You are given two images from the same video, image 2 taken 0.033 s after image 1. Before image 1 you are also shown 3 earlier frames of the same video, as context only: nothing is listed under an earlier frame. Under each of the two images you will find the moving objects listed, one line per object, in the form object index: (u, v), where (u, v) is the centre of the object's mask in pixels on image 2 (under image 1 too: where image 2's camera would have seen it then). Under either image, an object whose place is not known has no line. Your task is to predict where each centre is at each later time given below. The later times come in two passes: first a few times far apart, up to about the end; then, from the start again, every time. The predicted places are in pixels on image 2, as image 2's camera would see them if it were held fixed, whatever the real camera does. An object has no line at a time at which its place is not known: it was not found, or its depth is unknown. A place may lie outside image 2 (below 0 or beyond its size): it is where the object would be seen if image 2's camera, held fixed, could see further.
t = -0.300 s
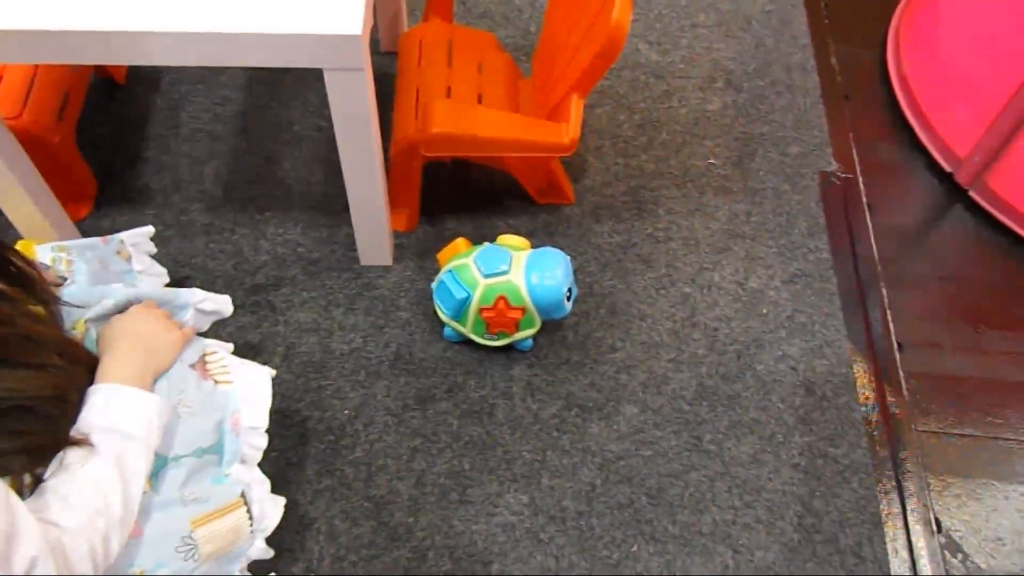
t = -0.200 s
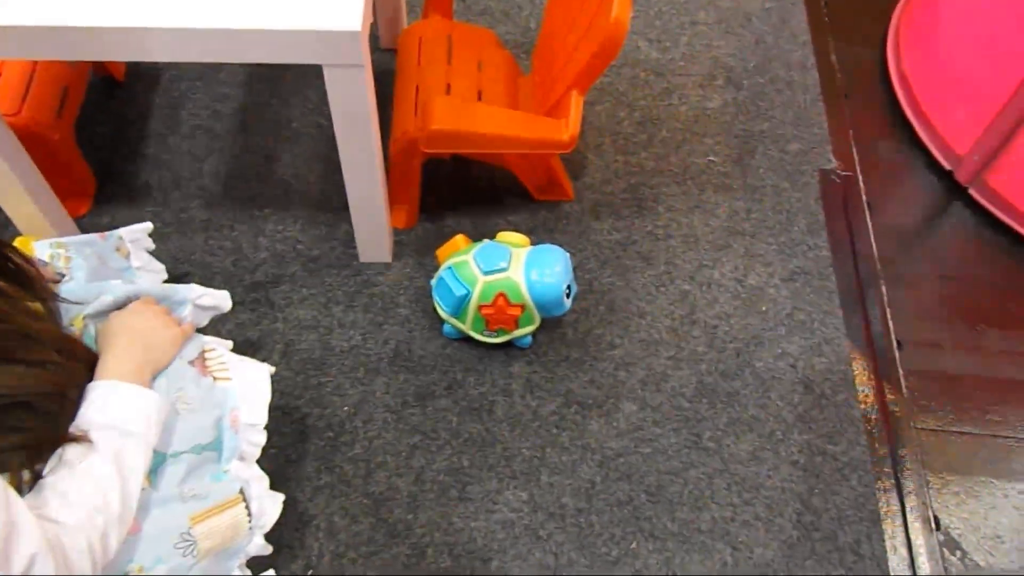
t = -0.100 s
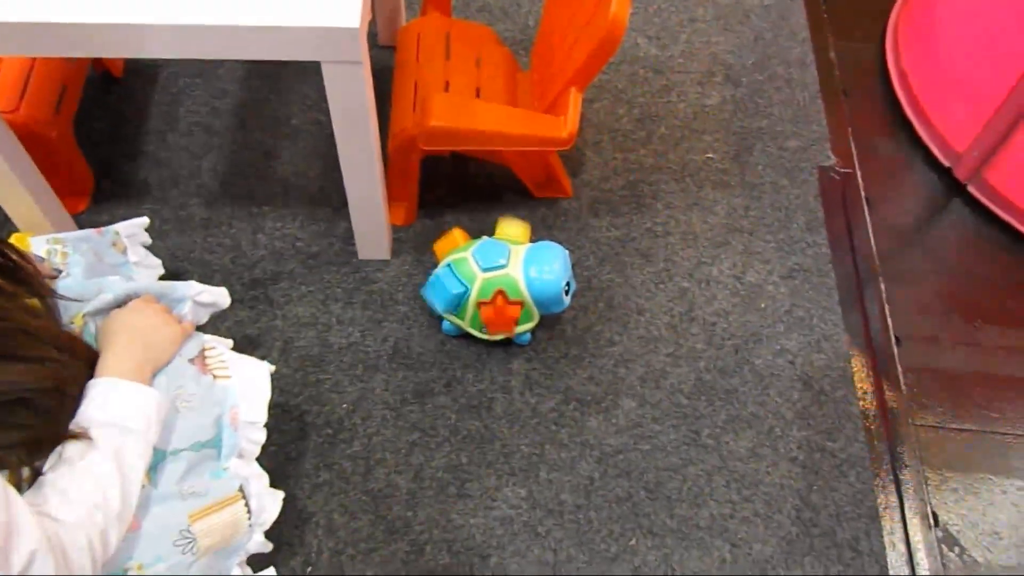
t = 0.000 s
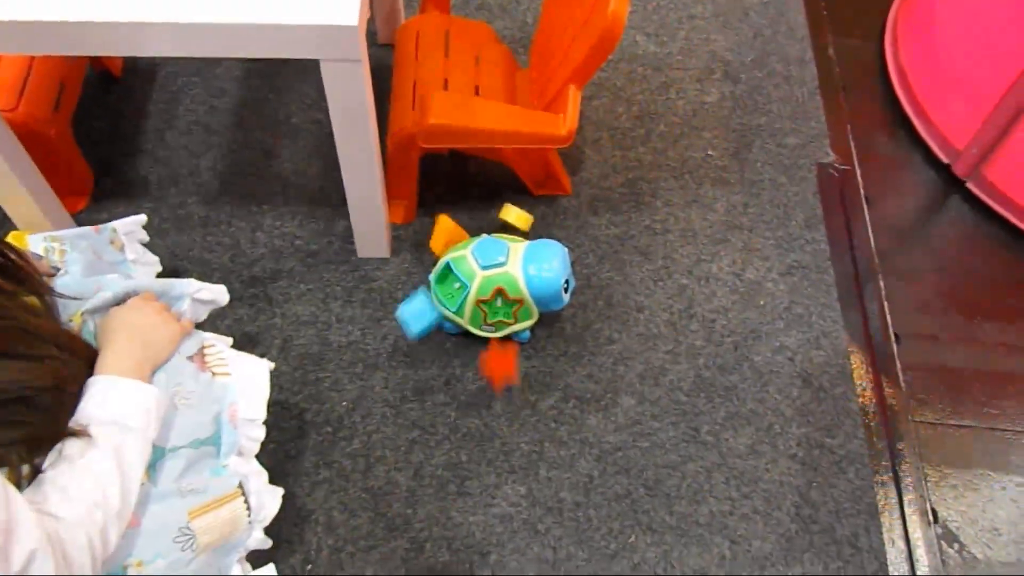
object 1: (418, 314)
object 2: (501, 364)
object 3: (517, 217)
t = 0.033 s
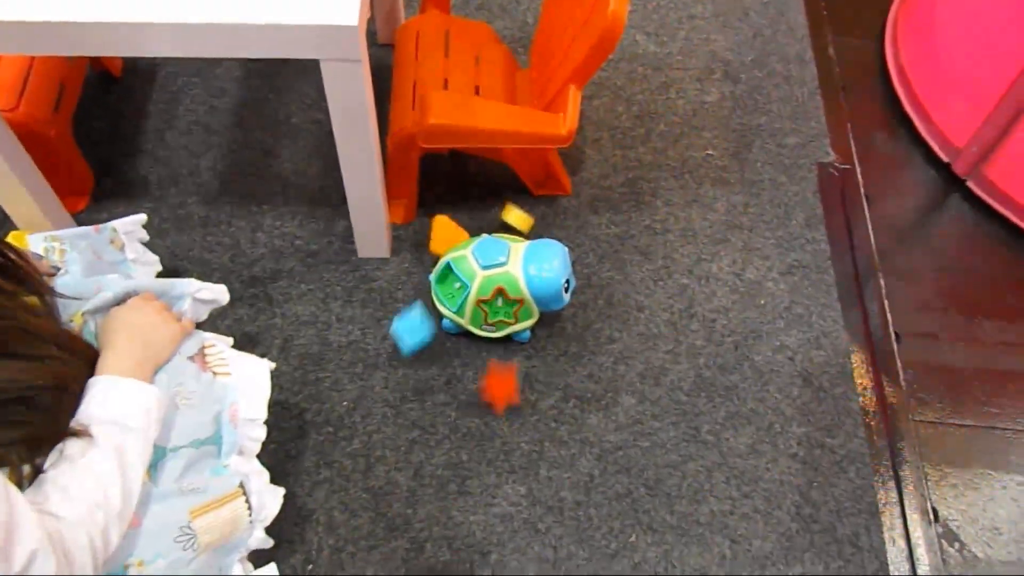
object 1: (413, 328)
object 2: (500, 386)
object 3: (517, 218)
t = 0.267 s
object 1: (380, 351)
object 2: (464, 429)
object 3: (508, 197)
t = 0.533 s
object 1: (359, 367)
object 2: (461, 432)
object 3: (502, 179)
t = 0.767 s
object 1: (359, 367)
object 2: (462, 432)
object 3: (499, 173)
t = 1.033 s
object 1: (359, 367)
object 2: (462, 432)
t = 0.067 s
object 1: (407, 341)
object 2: (495, 400)
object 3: (517, 210)
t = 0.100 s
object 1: (402, 340)
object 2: (490, 405)
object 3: (516, 203)
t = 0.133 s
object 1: (399, 342)
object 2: (484, 412)
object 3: (516, 202)
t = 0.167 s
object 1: (395, 345)
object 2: (479, 418)
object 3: (515, 203)
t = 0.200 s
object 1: (390, 346)
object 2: (474, 423)
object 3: (512, 199)
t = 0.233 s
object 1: (384, 349)
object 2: (468, 426)
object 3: (510, 199)
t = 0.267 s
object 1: (380, 351)
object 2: (464, 429)
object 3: (508, 197)
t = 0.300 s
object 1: (376, 353)
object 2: (463, 430)
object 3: (507, 195)
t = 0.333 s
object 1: (373, 356)
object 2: (462, 432)
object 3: (505, 193)
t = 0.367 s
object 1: (368, 359)
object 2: (462, 432)
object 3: (504, 191)
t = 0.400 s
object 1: (364, 362)
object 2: (462, 432)
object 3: (503, 188)
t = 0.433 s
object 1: (362, 364)
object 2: (462, 432)
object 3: (503, 185)
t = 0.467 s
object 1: (360, 366)
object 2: (462, 432)
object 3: (504, 183)
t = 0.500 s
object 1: (359, 367)
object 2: (462, 432)
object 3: (503, 181)
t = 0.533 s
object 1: (359, 367)
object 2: (461, 432)
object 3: (502, 179)
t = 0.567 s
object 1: (359, 367)
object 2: (462, 432)
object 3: (500, 177)
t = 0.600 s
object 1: (359, 367)
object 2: (462, 432)
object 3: (499, 176)
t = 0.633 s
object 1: (359, 367)
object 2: (462, 432)
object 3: (498, 175)
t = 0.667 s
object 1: (359, 367)
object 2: (462, 432)
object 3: (498, 175)
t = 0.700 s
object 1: (359, 367)
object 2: (462, 432)
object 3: (498, 174)
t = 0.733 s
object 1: (359, 367)
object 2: (462, 432)
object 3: (499, 174)
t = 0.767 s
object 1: (359, 367)
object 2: (462, 432)
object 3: (499, 173)
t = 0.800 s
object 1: (359, 367)
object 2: (462, 432)
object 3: (499, 172)
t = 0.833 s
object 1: (359, 367)
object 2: (462, 432)
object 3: (498, 172)
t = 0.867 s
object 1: (359, 367)
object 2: (462, 432)
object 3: (498, 172)
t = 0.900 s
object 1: (359, 367)
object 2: (462, 432)
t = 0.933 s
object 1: (359, 367)
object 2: (462, 432)
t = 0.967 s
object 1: (359, 367)
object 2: (462, 432)
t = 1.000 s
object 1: (359, 367)
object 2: (462, 432)
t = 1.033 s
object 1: (359, 367)
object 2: (462, 432)
